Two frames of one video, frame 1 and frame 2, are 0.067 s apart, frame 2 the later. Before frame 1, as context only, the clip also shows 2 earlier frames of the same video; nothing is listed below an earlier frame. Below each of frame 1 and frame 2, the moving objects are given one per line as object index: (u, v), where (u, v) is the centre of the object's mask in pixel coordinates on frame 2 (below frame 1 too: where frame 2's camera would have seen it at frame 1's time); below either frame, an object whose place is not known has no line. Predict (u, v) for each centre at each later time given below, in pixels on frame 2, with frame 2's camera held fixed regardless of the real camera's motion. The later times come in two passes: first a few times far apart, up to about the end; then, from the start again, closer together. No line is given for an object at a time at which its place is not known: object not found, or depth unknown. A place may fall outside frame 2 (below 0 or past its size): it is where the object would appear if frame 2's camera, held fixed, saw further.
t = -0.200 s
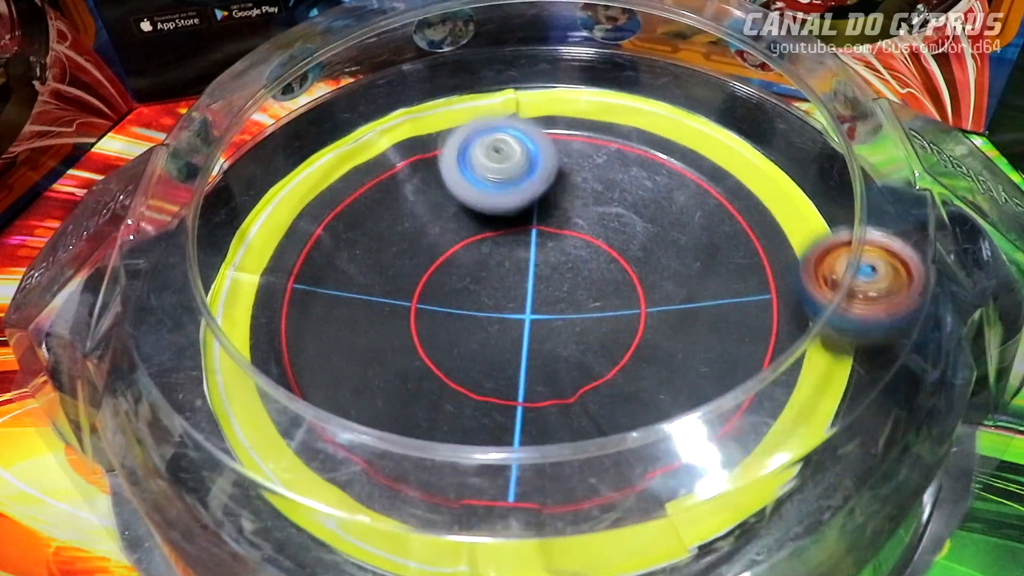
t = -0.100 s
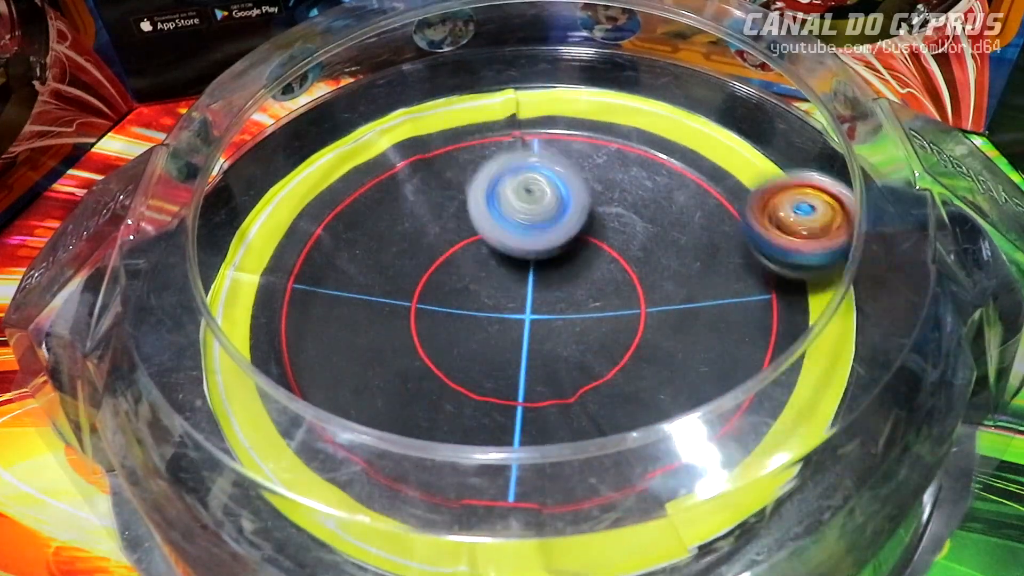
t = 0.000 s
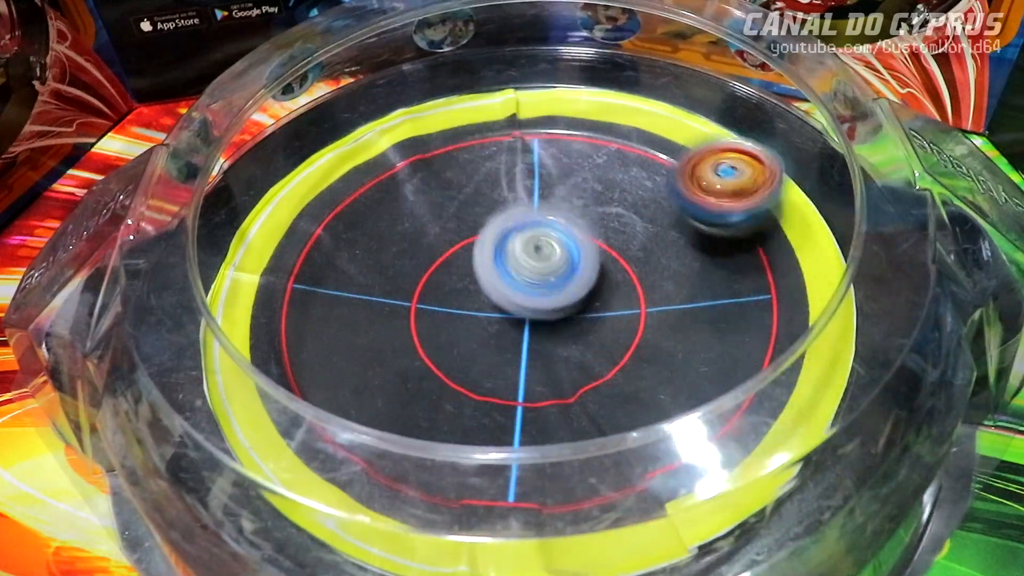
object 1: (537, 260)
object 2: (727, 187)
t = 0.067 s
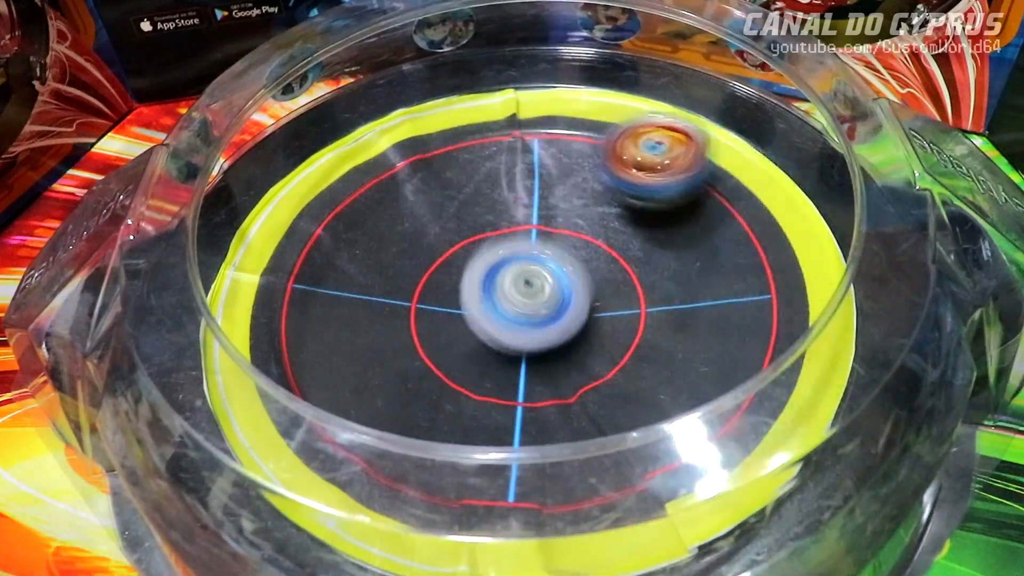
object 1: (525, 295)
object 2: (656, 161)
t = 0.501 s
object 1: (461, 358)
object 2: (197, 336)
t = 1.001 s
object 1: (650, 193)
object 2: (584, 286)
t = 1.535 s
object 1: (642, 268)
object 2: (479, 390)
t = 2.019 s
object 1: (582, 118)
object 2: (344, 462)
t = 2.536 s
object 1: (455, 241)
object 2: (217, 276)
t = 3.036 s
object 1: (438, 373)
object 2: (406, 83)
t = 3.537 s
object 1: (584, 375)
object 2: (697, 89)
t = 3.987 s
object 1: (624, 256)
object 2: (847, 255)
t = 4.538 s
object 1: (524, 202)
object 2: (697, 496)
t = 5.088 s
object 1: (426, 288)
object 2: (324, 490)
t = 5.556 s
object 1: (490, 346)
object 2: (208, 317)
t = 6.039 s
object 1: (595, 315)
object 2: (269, 175)
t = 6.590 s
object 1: (556, 255)
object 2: (401, 99)
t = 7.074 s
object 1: (540, 293)
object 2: (440, 220)
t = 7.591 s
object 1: (652, 340)
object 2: (481, 263)
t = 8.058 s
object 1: (613, 326)
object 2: (446, 214)
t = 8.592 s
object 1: (483, 351)
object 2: (523, 252)
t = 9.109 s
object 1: (478, 316)
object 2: (629, 267)
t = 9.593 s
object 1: (425, 265)
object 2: (558, 276)
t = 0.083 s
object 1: (520, 303)
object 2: (635, 155)
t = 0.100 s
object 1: (515, 309)
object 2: (613, 151)
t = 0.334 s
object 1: (398, 339)
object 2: (318, 228)
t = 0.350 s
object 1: (390, 339)
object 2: (305, 242)
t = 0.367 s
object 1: (382, 337)
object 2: (292, 258)
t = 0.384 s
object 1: (380, 338)
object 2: (281, 270)
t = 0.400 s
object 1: (389, 341)
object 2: (258, 276)
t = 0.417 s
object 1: (401, 347)
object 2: (225, 286)
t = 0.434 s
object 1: (413, 352)
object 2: (199, 301)
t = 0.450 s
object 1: (426, 354)
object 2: (185, 304)
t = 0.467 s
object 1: (438, 357)
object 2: (180, 304)
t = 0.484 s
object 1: (449, 357)
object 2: (180, 314)
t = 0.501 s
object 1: (461, 358)
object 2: (197, 336)
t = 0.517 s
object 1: (471, 358)
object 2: (214, 339)
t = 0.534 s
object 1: (481, 359)
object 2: (238, 341)
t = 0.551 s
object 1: (491, 357)
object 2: (262, 334)
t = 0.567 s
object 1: (500, 355)
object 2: (290, 342)
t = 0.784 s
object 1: (595, 299)
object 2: (538, 382)
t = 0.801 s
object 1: (601, 292)
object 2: (553, 376)
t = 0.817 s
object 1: (605, 282)
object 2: (567, 372)
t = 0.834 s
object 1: (610, 272)
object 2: (576, 369)
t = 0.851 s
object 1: (616, 261)
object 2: (583, 366)
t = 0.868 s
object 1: (621, 250)
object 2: (590, 360)
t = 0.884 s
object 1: (625, 240)
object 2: (596, 352)
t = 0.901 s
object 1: (629, 230)
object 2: (601, 344)
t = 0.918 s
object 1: (633, 222)
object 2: (604, 335)
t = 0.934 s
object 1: (637, 214)
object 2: (606, 325)
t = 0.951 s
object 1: (639, 209)
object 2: (605, 314)
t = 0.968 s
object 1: (641, 206)
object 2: (603, 303)
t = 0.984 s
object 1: (644, 202)
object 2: (595, 291)
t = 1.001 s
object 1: (650, 193)
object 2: (584, 286)
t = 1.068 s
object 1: (667, 174)
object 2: (518, 273)
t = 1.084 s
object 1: (673, 170)
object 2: (502, 272)
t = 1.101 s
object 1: (678, 169)
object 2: (486, 271)
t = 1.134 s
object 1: (687, 168)
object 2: (454, 271)
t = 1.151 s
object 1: (691, 168)
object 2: (439, 272)
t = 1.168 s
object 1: (694, 171)
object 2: (426, 274)
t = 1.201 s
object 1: (700, 173)
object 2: (400, 281)
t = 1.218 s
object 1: (703, 175)
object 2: (386, 286)
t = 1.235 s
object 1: (705, 178)
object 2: (375, 292)
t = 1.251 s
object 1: (706, 181)
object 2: (363, 298)
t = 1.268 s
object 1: (708, 184)
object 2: (352, 305)
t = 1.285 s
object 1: (708, 189)
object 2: (344, 312)
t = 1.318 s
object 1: (708, 197)
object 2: (328, 331)
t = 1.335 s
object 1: (707, 201)
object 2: (322, 339)
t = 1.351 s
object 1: (706, 207)
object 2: (323, 347)
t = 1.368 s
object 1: (704, 211)
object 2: (326, 354)
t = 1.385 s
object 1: (701, 216)
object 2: (332, 362)
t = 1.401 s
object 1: (698, 221)
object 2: (340, 370)
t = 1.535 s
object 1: (642, 268)
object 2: (479, 390)
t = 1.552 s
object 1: (632, 274)
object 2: (498, 386)
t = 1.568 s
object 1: (623, 276)
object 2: (516, 378)
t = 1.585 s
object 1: (614, 277)
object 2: (534, 367)
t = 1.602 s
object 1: (608, 274)
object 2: (545, 356)
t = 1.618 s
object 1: (605, 266)
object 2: (544, 353)
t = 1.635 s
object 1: (603, 252)
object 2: (530, 364)
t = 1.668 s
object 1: (601, 215)
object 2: (506, 391)
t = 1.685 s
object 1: (602, 200)
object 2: (498, 400)
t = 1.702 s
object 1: (601, 186)
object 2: (487, 402)
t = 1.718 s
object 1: (601, 174)
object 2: (479, 422)
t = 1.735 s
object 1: (599, 167)
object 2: (469, 431)
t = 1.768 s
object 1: (596, 150)
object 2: (454, 442)
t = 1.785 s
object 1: (596, 147)
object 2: (448, 443)
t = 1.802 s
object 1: (596, 140)
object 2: (442, 455)
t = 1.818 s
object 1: (596, 137)
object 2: (441, 459)
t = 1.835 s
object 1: (597, 132)
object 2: (436, 455)
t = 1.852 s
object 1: (596, 130)
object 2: (434, 458)
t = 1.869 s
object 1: (595, 127)
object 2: (430, 459)
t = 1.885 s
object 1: (594, 124)
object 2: (424, 460)
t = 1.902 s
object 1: (593, 123)
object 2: (419, 461)
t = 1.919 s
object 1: (591, 120)
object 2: (410, 460)
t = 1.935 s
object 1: (589, 119)
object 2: (403, 461)
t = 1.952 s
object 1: (588, 116)
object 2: (387, 459)
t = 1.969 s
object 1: (586, 116)
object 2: (374, 456)
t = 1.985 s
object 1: (586, 116)
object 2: (368, 459)
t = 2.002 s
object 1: (584, 117)
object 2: (353, 462)
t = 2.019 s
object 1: (582, 118)
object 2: (344, 462)
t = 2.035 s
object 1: (579, 119)
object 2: (329, 462)
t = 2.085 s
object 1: (568, 123)
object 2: (293, 456)
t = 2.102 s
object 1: (564, 124)
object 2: (280, 455)
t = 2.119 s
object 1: (559, 125)
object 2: (268, 448)
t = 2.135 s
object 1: (555, 128)
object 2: (263, 441)
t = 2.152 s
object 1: (549, 130)
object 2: (257, 428)
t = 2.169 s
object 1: (543, 134)
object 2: (255, 426)
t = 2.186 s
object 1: (538, 138)
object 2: (255, 413)
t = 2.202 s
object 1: (532, 142)
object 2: (250, 406)
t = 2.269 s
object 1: (514, 157)
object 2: (230, 385)
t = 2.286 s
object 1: (509, 163)
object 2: (224, 378)
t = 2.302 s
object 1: (504, 167)
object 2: (223, 372)
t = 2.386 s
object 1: (484, 190)
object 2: (211, 338)
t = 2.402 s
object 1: (480, 197)
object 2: (209, 333)
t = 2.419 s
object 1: (476, 203)
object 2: (211, 324)
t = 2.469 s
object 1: (466, 217)
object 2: (218, 302)
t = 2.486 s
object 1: (464, 224)
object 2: (220, 296)
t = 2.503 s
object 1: (461, 230)
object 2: (218, 290)
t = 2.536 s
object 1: (455, 241)
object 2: (217, 276)
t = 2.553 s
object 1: (453, 247)
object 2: (216, 269)
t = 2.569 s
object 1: (451, 252)
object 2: (233, 260)
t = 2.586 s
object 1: (448, 258)
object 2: (220, 253)
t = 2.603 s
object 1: (448, 263)
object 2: (233, 246)
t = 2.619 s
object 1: (445, 269)
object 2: (236, 236)
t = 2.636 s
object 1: (443, 274)
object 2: (237, 230)
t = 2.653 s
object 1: (441, 279)
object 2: (240, 224)
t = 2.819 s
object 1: (427, 325)
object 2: (289, 151)
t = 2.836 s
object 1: (427, 330)
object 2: (298, 141)
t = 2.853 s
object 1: (426, 332)
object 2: (306, 136)
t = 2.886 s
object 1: (425, 341)
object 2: (323, 124)
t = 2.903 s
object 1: (425, 345)
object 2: (330, 119)
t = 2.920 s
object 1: (427, 348)
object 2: (340, 112)
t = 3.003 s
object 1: (433, 367)
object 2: (384, 90)
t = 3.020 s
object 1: (434, 370)
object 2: (393, 86)
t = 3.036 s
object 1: (438, 373)
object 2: (406, 83)
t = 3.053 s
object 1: (439, 376)
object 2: (414, 79)
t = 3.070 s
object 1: (442, 381)
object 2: (423, 74)
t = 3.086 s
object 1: (444, 382)
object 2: (434, 73)
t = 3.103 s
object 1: (446, 385)
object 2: (443, 72)
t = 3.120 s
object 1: (451, 387)
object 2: (452, 70)
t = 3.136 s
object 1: (453, 389)
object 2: (463, 66)
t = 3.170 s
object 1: (460, 393)
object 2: (483, 65)
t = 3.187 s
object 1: (463, 395)
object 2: (492, 62)
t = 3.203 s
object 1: (469, 396)
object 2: (501, 61)
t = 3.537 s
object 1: (584, 375)
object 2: (697, 89)
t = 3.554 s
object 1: (587, 372)
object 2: (704, 91)
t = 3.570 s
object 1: (594, 367)
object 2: (710, 96)
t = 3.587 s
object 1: (598, 363)
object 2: (717, 102)
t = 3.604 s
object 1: (601, 359)
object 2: (726, 106)
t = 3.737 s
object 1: (620, 322)
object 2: (783, 146)
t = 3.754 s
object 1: (621, 317)
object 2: (787, 153)
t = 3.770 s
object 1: (624, 313)
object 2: (792, 162)
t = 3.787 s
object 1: (623, 308)
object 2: (797, 165)
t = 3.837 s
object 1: (627, 294)
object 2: (816, 184)
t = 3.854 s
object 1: (627, 291)
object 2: (821, 192)
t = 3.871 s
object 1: (626, 287)
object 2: (813, 203)
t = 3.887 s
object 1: (625, 283)
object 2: (829, 207)
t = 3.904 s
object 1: (627, 277)
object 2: (834, 214)
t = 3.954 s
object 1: (624, 265)
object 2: (846, 238)
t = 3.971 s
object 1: (622, 261)
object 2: (847, 248)
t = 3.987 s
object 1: (624, 256)
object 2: (847, 255)
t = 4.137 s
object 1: (611, 223)
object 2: (846, 332)
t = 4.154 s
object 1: (612, 220)
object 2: (845, 341)
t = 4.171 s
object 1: (609, 218)
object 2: (842, 350)
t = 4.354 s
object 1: (571, 204)
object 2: (788, 424)
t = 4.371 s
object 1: (566, 200)
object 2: (781, 435)
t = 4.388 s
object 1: (563, 200)
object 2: (777, 444)
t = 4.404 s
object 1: (560, 200)
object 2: (770, 453)
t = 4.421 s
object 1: (554, 200)
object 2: (763, 464)
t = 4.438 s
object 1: (548, 200)
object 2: (746, 468)
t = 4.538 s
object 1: (524, 202)
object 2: (697, 496)
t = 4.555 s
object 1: (519, 202)
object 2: (684, 500)
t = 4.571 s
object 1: (514, 205)
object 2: (673, 507)
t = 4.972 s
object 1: (435, 263)
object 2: (386, 514)
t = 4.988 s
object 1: (434, 266)
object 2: (374, 511)
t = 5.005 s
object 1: (432, 271)
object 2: (366, 508)
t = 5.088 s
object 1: (426, 288)
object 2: (324, 490)
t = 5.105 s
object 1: (426, 290)
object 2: (315, 486)
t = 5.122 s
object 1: (426, 294)
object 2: (310, 477)
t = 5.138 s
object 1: (427, 298)
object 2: (302, 477)
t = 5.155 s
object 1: (425, 301)
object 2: (292, 472)
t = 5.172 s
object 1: (423, 304)
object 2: (288, 465)
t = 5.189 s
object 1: (426, 306)
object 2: (283, 460)
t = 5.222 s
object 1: (425, 314)
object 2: (271, 447)
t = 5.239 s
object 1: (425, 315)
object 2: (266, 439)
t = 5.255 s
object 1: (428, 318)
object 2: (261, 432)
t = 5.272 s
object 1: (431, 322)
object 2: (254, 425)
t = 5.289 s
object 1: (431, 323)
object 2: (246, 420)
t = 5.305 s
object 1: (431, 326)
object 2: (248, 411)
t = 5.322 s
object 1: (437, 329)
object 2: (244, 407)
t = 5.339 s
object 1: (440, 331)
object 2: (238, 399)
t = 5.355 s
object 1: (441, 335)
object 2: (233, 393)
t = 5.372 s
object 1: (444, 334)
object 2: (232, 388)
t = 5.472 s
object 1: (469, 344)
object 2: (213, 350)
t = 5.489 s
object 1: (470, 346)
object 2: (214, 341)
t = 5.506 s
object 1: (476, 344)
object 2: (209, 337)
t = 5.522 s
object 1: (482, 346)
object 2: (210, 328)
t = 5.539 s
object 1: (488, 347)
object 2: (208, 324)
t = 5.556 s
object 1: (490, 346)
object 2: (208, 317)
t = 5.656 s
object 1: (522, 343)
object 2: (212, 282)
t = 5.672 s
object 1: (526, 344)
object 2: (214, 275)
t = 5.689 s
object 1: (530, 342)
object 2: (214, 271)
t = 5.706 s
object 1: (536, 342)
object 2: (217, 264)
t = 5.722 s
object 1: (543, 341)
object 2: (220, 259)
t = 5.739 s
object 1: (545, 340)
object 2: (233, 253)
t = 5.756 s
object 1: (548, 339)
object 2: (220, 249)
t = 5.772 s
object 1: (556, 338)
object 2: (233, 244)
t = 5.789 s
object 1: (560, 336)
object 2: (234, 241)
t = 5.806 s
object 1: (561, 337)
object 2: (234, 236)
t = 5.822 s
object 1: (567, 334)
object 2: (234, 231)
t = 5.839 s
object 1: (572, 333)
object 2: (238, 227)
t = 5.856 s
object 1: (574, 334)
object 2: (238, 222)
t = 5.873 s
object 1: (576, 331)
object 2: (240, 218)
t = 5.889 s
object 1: (581, 329)
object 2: (243, 212)
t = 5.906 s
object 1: (585, 328)
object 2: (245, 210)
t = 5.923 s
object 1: (585, 327)
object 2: (246, 203)
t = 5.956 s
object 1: (592, 323)
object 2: (252, 193)
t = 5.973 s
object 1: (594, 322)
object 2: (253, 190)
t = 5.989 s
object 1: (592, 320)
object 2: (258, 185)
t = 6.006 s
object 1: (595, 316)
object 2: (258, 182)
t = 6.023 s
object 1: (597, 315)
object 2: (264, 178)
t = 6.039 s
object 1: (595, 315)
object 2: (269, 175)
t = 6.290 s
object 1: (592, 268)
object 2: (334, 125)
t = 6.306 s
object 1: (593, 265)
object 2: (337, 123)
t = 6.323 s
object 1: (591, 265)
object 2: (341, 119)
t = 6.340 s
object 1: (591, 261)
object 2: (346, 117)
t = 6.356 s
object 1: (592, 259)
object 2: (349, 116)
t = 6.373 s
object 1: (591, 260)
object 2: (352, 114)
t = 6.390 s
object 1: (588, 257)
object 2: (356, 112)
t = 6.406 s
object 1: (588, 255)
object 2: (359, 109)
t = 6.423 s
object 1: (589, 256)
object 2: (365, 108)
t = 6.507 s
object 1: (575, 255)
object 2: (379, 102)
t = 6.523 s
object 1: (574, 254)
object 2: (384, 101)
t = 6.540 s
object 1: (569, 256)
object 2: (388, 101)
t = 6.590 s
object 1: (556, 255)
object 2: (401, 99)
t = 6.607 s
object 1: (549, 256)
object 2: (403, 99)
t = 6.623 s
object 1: (547, 253)
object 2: (409, 100)
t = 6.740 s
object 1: (522, 246)
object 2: (434, 104)
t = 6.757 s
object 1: (518, 246)
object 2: (439, 105)
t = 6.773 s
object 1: (514, 244)
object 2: (443, 108)
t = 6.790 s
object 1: (514, 242)
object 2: (447, 111)
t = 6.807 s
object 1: (511, 243)
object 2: (449, 116)
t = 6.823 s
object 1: (507, 241)
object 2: (453, 122)
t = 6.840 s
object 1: (507, 239)
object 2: (455, 129)
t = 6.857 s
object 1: (506, 241)
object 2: (456, 135)
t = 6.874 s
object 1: (505, 241)
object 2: (455, 143)
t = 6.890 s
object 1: (514, 244)
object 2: (454, 145)
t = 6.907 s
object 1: (519, 251)
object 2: (451, 151)
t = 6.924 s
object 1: (523, 254)
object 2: (443, 153)
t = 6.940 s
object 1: (530, 259)
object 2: (442, 160)
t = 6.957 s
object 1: (529, 265)
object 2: (439, 166)
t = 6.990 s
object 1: (536, 273)
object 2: (435, 180)
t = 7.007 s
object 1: (533, 277)
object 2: (433, 185)
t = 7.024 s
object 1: (537, 281)
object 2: (436, 195)
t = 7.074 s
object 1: (540, 293)
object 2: (440, 220)
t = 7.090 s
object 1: (540, 299)
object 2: (442, 228)
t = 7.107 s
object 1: (553, 304)
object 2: (435, 229)
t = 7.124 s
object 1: (564, 315)
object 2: (429, 232)
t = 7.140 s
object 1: (575, 316)
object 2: (419, 234)
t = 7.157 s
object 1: (585, 322)
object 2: (417, 243)
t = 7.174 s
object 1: (590, 324)
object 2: (414, 246)
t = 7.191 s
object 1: (600, 329)
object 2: (408, 249)
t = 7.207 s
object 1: (598, 330)
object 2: (409, 255)
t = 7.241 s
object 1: (602, 335)
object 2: (410, 263)
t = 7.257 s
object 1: (607, 337)
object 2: (412, 268)
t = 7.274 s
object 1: (605, 339)
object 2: (412, 270)
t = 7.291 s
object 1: (607, 340)
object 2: (416, 274)
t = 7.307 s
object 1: (608, 342)
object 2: (419, 277)
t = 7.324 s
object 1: (608, 343)
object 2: (421, 280)
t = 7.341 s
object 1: (610, 344)
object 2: (426, 282)
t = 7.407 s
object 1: (612, 346)
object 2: (458, 294)
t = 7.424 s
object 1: (608, 348)
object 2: (468, 297)
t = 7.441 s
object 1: (615, 346)
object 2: (478, 297)
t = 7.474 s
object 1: (616, 345)
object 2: (497, 297)
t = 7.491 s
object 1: (615, 348)
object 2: (502, 296)
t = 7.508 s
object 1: (632, 345)
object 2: (499, 292)
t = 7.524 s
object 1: (635, 346)
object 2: (496, 286)
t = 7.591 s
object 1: (652, 340)
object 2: (481, 263)
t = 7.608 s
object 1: (658, 338)
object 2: (477, 256)
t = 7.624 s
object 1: (656, 336)
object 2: (478, 253)
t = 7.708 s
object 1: (656, 327)
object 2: (467, 234)
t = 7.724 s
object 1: (658, 320)
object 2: (466, 232)
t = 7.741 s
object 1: (651, 321)
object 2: (463, 228)
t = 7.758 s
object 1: (653, 315)
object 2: (464, 226)
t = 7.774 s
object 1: (644, 317)
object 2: (463, 226)
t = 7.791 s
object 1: (646, 312)
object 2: (463, 224)
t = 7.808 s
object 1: (637, 312)
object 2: (464, 225)
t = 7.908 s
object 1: (606, 303)
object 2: (474, 234)
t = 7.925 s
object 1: (600, 305)
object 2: (476, 236)
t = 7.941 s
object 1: (594, 300)
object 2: (479, 239)
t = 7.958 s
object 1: (587, 304)
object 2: (484, 241)
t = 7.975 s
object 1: (586, 304)
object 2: (488, 243)
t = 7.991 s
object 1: (593, 311)
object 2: (480, 237)
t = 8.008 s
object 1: (603, 312)
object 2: (470, 230)
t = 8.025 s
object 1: (605, 320)
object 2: (461, 222)
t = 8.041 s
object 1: (613, 325)
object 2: (452, 216)
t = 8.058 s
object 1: (613, 326)
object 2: (446, 214)
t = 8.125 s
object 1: (611, 333)
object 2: (431, 200)
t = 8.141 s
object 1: (601, 336)
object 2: (429, 200)
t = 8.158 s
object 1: (602, 339)
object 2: (427, 197)
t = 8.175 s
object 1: (594, 336)
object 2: (426, 196)
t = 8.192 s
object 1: (589, 342)
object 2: (424, 194)
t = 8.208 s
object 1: (584, 339)
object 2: (423, 191)
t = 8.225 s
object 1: (576, 343)
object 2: (424, 190)
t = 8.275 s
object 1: (562, 346)
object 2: (425, 187)
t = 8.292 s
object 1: (557, 344)
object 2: (428, 186)
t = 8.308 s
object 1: (549, 348)
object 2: (429, 187)
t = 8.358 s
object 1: (538, 349)
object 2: (440, 193)
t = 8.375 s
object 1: (531, 346)
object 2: (442, 196)
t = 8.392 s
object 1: (525, 350)
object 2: (445, 199)
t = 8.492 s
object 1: (503, 344)
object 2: (484, 232)
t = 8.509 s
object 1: (493, 345)
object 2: (492, 237)
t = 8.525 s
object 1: (494, 346)
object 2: (497, 243)
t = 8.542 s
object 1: (488, 347)
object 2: (501, 245)
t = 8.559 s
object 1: (487, 350)
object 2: (507, 249)
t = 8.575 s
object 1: (490, 349)
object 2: (520, 248)
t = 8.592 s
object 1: (483, 351)
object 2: (523, 252)
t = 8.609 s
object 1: (486, 355)
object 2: (523, 255)
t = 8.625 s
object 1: (486, 353)
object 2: (528, 253)
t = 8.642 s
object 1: (481, 353)
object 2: (534, 254)
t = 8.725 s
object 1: (475, 356)
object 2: (559, 260)
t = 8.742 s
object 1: (474, 359)
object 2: (565, 263)
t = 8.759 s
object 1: (482, 359)
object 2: (571, 265)
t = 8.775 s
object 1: (478, 356)
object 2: (576, 267)
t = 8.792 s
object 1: (475, 355)
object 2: (578, 269)
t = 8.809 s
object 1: (480, 352)
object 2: (582, 271)
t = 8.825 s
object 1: (476, 351)
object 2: (586, 272)
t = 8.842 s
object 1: (476, 351)
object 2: (588, 274)
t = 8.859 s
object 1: (484, 347)
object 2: (593, 275)
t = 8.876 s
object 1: (477, 347)
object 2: (599, 273)
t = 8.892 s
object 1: (475, 349)
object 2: (606, 273)
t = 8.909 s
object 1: (481, 346)
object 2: (613, 274)
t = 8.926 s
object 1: (476, 342)
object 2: (617, 273)
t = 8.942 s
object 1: (474, 342)
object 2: (623, 272)
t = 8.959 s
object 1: (480, 338)
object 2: (629, 272)
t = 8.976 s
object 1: (476, 334)
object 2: (633, 271)
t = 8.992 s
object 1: (473, 334)
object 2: (635, 271)
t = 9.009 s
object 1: (479, 330)
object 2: (635, 270)
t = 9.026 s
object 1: (475, 327)
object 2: (638, 269)
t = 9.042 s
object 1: (472, 327)
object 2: (636, 269)
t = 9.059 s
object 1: (478, 323)
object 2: (634, 267)
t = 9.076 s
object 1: (477, 319)
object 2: (633, 268)
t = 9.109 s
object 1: (478, 316)
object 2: (629, 267)
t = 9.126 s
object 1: (476, 312)
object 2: (623, 268)
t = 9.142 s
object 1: (472, 314)
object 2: (615, 268)
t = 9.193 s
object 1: (473, 308)
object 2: (601, 269)
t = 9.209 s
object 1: (477, 305)
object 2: (596, 270)
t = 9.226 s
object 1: (468, 301)
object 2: (596, 267)
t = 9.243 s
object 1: (462, 302)
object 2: (593, 267)
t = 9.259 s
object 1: (461, 298)
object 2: (591, 265)
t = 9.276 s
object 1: (456, 291)
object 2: (586, 265)
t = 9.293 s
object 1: (447, 292)
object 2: (579, 264)
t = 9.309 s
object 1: (446, 291)
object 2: (572, 265)
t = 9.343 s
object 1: (434, 282)
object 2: (564, 263)
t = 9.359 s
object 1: (430, 281)
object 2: (561, 262)
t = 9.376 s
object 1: (429, 277)
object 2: (558, 263)
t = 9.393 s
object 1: (425, 273)
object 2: (557, 262)
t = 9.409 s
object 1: (420, 274)
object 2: (553, 263)
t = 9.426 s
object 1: (421, 275)
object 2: (550, 263)
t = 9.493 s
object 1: (424, 273)
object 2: (547, 263)
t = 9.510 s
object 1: (426, 268)
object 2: (543, 267)
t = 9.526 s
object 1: (425, 267)
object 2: (543, 268)
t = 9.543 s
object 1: (429, 269)
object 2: (548, 269)
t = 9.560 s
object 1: (432, 267)
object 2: (549, 271)
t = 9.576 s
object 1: (429, 265)
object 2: (549, 274)
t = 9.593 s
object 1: (425, 265)
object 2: (558, 276)
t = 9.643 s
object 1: (414, 262)
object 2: (588, 286)
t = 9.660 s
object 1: (410, 262)
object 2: (594, 288)
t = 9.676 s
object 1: (411, 263)
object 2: (600, 289)
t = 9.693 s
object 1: (415, 263)
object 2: (606, 288)
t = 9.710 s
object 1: (415, 262)
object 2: (610, 290)
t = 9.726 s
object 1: (413, 262)
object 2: (613, 292)
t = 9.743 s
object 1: (414, 263)
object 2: (616, 294)
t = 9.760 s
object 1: (421, 263)
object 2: (616, 296)
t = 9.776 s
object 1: (428, 261)
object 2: (615, 300)
